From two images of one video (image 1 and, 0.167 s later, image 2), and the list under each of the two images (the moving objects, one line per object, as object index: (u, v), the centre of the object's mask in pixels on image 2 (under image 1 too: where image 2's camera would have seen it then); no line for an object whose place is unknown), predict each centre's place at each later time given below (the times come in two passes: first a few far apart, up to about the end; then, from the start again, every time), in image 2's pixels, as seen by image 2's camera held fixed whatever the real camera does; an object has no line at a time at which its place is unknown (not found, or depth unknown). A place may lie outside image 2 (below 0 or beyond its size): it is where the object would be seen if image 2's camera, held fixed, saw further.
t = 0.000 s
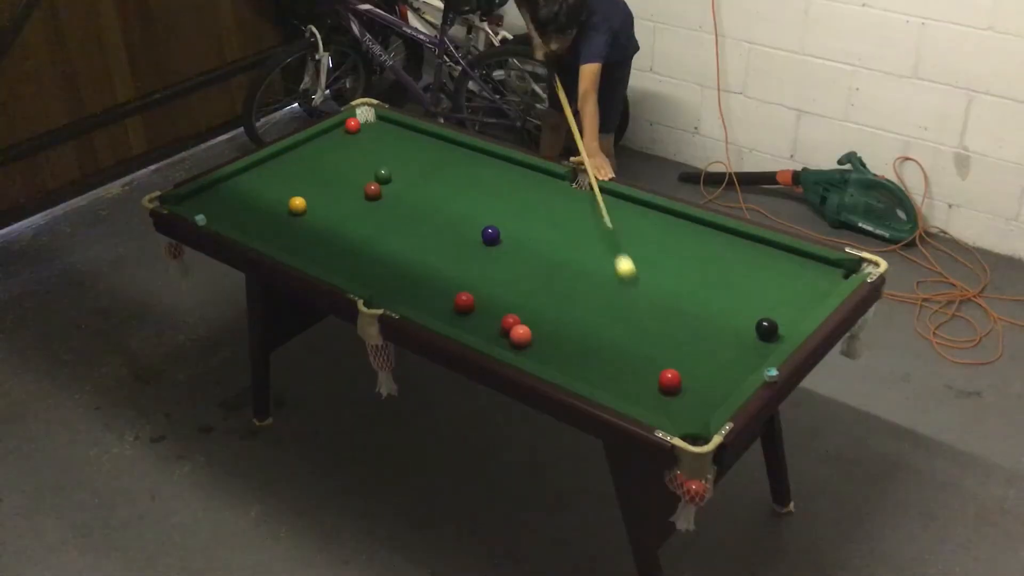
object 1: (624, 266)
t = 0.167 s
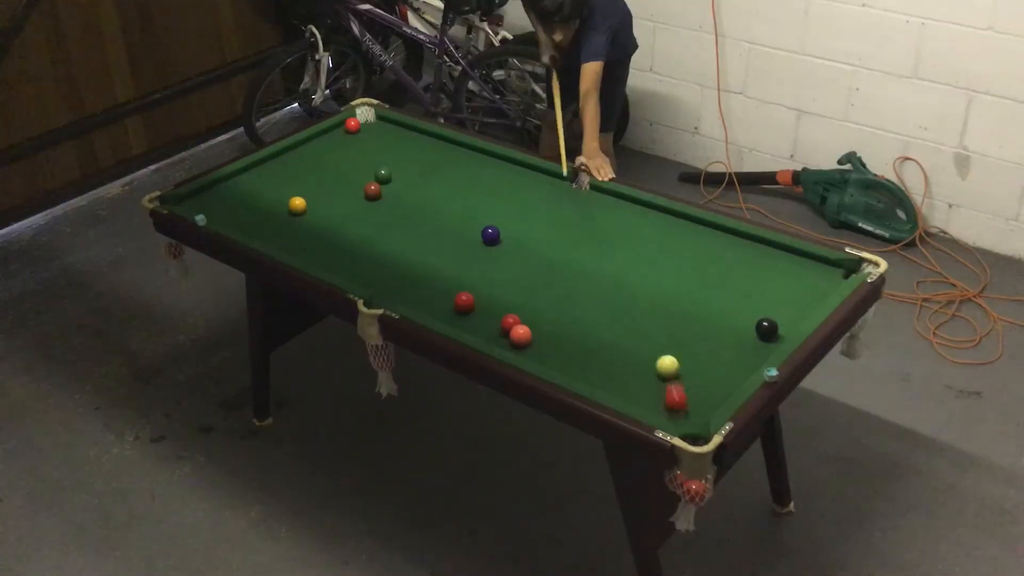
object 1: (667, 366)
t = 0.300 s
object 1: (681, 378)
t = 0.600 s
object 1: (672, 412)
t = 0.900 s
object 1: (647, 383)
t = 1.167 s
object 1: (630, 358)
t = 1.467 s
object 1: (612, 333)
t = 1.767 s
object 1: (596, 310)
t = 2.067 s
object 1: (580, 290)
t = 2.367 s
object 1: (565, 273)
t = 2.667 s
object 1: (551, 257)
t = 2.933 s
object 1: (540, 246)
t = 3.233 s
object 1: (528, 235)
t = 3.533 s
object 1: (517, 226)
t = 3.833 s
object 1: (508, 218)
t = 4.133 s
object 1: (501, 213)
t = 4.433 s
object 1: (497, 210)
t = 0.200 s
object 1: (670, 368)
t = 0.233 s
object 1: (673, 370)
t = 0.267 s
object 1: (677, 374)
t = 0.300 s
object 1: (681, 378)
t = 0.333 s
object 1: (685, 384)
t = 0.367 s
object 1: (690, 390)
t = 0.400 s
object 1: (695, 397)
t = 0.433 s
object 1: (700, 404)
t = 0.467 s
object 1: (702, 409)
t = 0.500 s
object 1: (694, 410)
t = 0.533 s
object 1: (686, 411)
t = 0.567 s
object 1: (679, 412)
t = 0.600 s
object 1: (672, 412)
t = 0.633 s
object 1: (666, 411)
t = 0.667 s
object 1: (664, 407)
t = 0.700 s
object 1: (661, 404)
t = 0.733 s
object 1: (658, 401)
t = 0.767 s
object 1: (656, 397)
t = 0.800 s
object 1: (653, 394)
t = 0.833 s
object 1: (651, 390)
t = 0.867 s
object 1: (649, 386)
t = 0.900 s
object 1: (647, 383)
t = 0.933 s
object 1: (645, 380)
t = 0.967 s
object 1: (642, 377)
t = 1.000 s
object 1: (640, 374)
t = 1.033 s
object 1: (638, 371)
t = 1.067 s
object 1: (636, 367)
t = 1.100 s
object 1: (634, 364)
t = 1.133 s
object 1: (632, 361)
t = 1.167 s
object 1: (630, 358)
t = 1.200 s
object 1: (628, 355)
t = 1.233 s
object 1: (626, 353)
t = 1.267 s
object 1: (624, 349)
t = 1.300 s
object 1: (622, 346)
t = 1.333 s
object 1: (620, 344)
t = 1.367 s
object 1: (618, 341)
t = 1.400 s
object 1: (616, 338)
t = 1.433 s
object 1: (614, 336)
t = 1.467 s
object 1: (612, 333)
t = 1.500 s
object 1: (610, 330)
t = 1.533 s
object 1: (609, 328)
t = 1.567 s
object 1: (607, 325)
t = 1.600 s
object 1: (605, 323)
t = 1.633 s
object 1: (603, 320)
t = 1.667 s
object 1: (601, 318)
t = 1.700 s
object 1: (599, 315)
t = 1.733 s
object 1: (598, 313)
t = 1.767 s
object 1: (596, 310)
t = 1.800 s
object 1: (594, 308)
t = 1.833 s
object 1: (592, 306)
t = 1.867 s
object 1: (591, 304)
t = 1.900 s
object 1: (589, 301)
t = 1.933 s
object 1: (587, 299)
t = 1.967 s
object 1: (585, 297)
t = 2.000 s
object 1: (583, 295)
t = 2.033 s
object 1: (582, 293)
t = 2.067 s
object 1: (580, 290)
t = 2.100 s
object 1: (578, 288)
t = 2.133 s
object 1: (577, 286)
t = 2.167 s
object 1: (575, 284)
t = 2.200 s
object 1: (573, 282)
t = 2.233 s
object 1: (571, 280)
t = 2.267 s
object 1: (570, 279)
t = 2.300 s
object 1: (568, 276)
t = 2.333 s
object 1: (567, 275)
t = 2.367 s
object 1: (565, 273)
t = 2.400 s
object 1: (563, 271)
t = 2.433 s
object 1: (562, 269)
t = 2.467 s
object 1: (560, 267)
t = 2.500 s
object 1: (559, 266)
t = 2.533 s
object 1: (557, 264)
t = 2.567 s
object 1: (556, 262)
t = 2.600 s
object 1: (554, 261)
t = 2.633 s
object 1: (553, 259)
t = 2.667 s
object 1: (551, 257)
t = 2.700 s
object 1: (550, 256)
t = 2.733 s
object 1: (548, 254)
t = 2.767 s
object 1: (547, 253)
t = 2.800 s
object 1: (545, 251)
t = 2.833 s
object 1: (544, 250)
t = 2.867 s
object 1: (542, 248)
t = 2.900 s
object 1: (541, 247)
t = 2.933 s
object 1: (540, 246)
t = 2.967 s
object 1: (538, 245)
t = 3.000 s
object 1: (537, 243)
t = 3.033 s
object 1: (535, 242)
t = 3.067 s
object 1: (534, 241)
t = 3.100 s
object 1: (533, 239)
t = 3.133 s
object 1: (531, 238)
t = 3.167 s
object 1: (530, 237)
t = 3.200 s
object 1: (529, 236)
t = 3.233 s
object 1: (528, 235)
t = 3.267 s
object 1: (526, 233)
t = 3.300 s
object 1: (525, 232)
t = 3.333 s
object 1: (524, 232)
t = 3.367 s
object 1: (523, 230)
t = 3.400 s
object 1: (522, 230)
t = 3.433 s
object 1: (520, 228)
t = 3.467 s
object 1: (519, 227)
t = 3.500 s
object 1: (518, 227)
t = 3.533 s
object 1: (517, 226)
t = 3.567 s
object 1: (516, 225)
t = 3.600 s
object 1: (515, 224)
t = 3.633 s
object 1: (514, 223)
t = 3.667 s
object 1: (513, 222)
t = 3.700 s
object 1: (512, 222)
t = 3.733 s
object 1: (511, 221)
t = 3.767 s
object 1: (510, 220)
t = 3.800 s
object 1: (509, 219)
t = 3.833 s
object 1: (508, 218)
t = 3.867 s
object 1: (508, 218)
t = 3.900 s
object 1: (507, 217)
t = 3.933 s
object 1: (506, 216)
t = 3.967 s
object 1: (505, 216)
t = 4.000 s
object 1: (504, 215)
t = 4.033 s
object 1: (503, 215)
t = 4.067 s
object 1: (503, 214)
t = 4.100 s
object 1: (502, 214)
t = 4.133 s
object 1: (501, 213)
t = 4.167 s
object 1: (501, 213)
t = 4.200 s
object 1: (500, 212)
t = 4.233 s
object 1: (500, 212)
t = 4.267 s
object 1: (499, 211)
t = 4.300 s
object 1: (499, 211)
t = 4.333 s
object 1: (498, 210)
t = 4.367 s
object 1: (497, 210)
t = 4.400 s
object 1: (497, 210)
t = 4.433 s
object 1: (497, 210)
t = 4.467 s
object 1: (496, 209)
